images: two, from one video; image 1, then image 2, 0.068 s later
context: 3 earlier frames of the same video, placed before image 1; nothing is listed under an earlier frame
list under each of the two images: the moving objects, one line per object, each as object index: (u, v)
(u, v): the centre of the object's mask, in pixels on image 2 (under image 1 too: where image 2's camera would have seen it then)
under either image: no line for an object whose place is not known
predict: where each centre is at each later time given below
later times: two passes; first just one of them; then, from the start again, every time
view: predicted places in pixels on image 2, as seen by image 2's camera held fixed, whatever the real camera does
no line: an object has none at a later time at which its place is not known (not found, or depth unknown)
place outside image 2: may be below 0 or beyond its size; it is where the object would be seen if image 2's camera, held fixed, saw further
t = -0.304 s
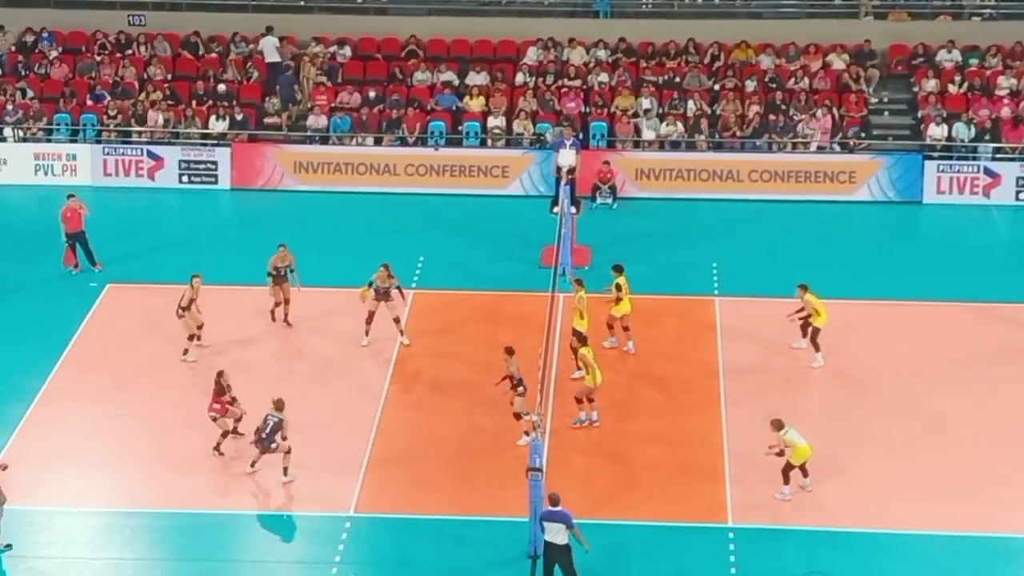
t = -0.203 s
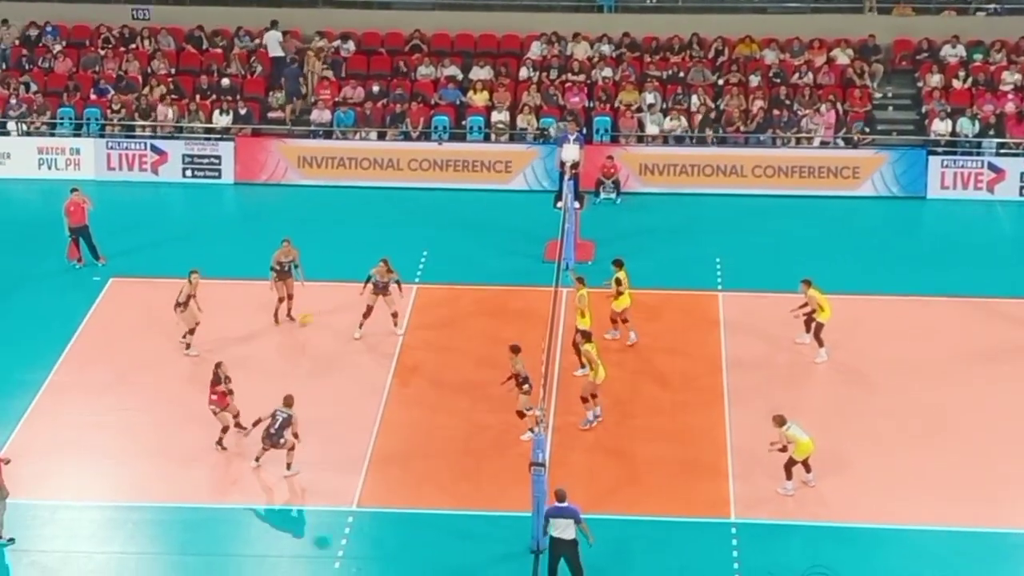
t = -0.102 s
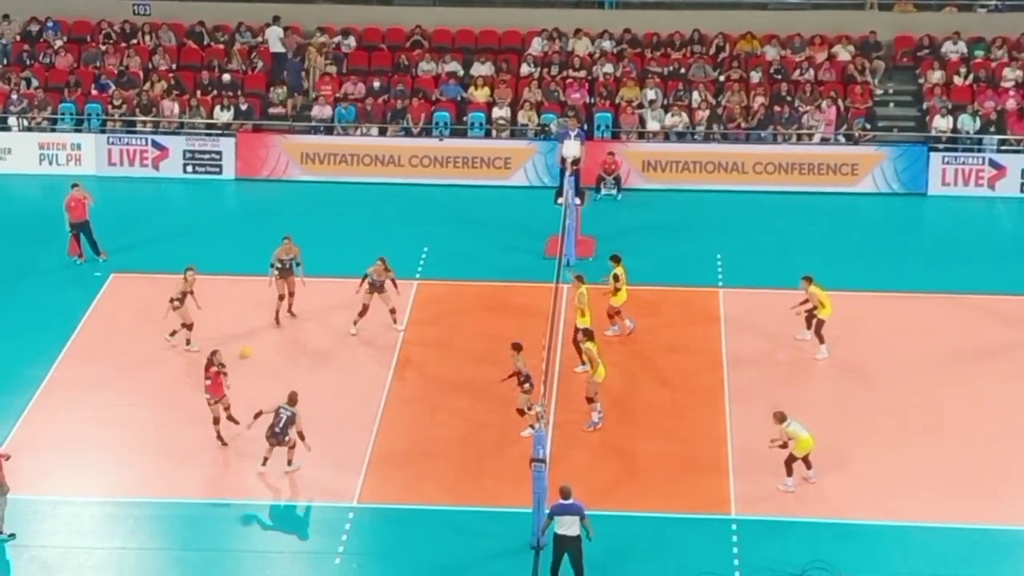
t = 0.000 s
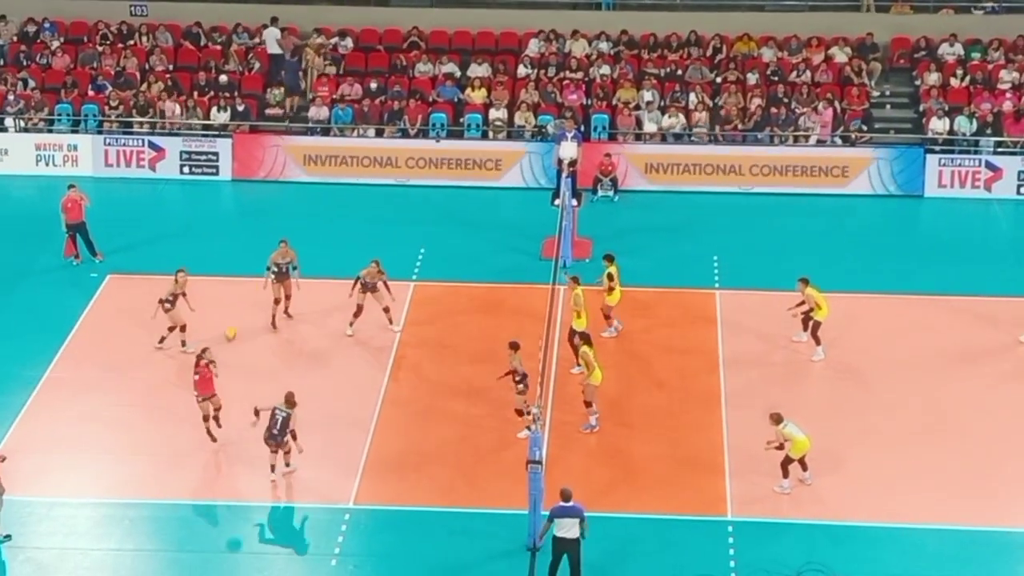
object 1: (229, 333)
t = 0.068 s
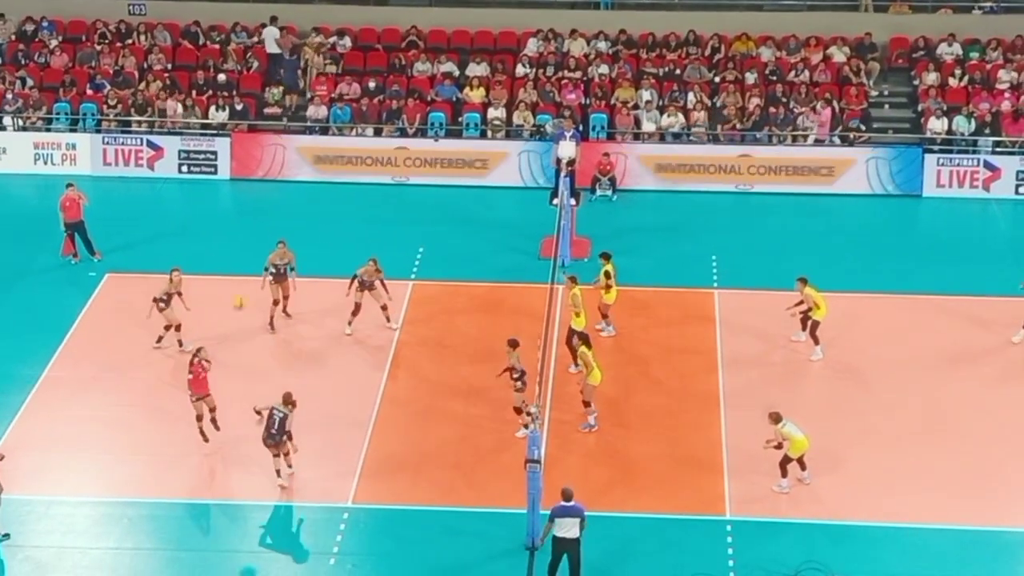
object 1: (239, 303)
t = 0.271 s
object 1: (271, 226)
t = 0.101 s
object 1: (245, 289)
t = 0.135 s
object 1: (250, 274)
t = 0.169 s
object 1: (256, 261)
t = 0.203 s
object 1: (260, 248)
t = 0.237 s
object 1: (266, 237)
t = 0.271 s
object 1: (271, 226)
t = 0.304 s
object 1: (277, 216)
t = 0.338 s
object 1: (283, 206)
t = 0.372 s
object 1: (288, 197)
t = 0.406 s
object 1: (293, 189)
